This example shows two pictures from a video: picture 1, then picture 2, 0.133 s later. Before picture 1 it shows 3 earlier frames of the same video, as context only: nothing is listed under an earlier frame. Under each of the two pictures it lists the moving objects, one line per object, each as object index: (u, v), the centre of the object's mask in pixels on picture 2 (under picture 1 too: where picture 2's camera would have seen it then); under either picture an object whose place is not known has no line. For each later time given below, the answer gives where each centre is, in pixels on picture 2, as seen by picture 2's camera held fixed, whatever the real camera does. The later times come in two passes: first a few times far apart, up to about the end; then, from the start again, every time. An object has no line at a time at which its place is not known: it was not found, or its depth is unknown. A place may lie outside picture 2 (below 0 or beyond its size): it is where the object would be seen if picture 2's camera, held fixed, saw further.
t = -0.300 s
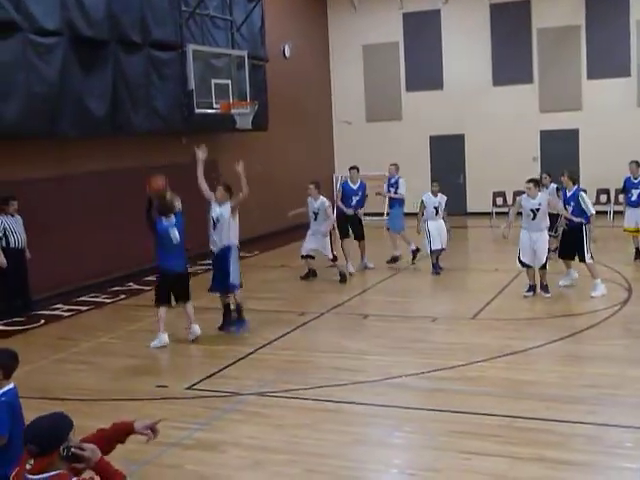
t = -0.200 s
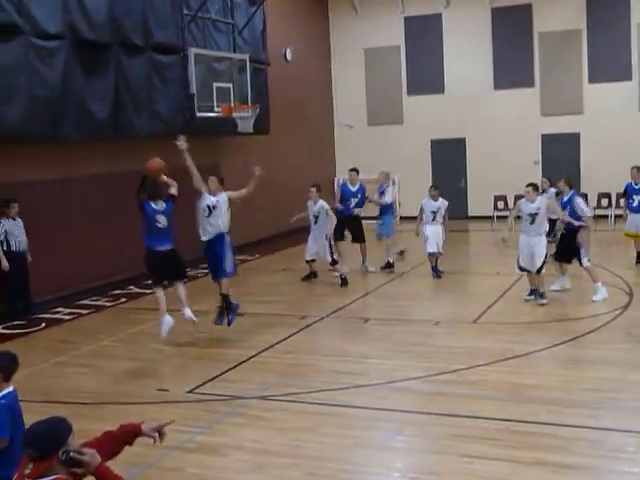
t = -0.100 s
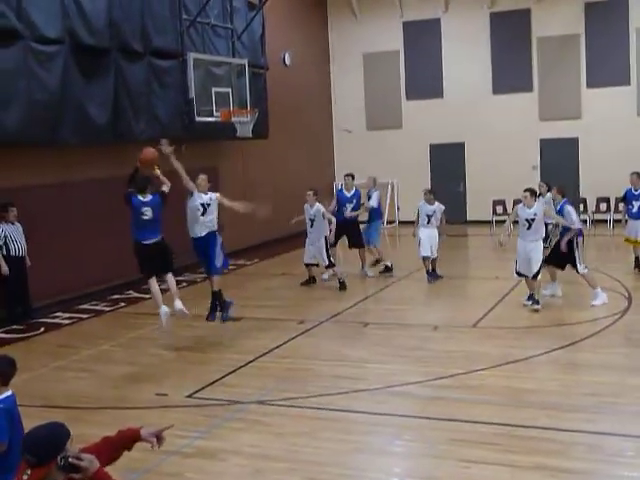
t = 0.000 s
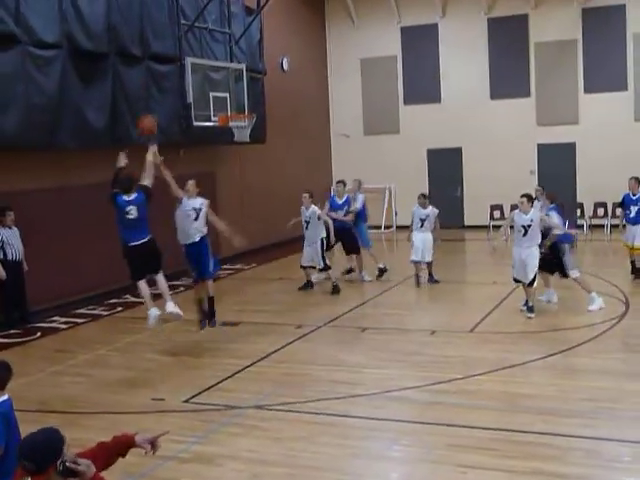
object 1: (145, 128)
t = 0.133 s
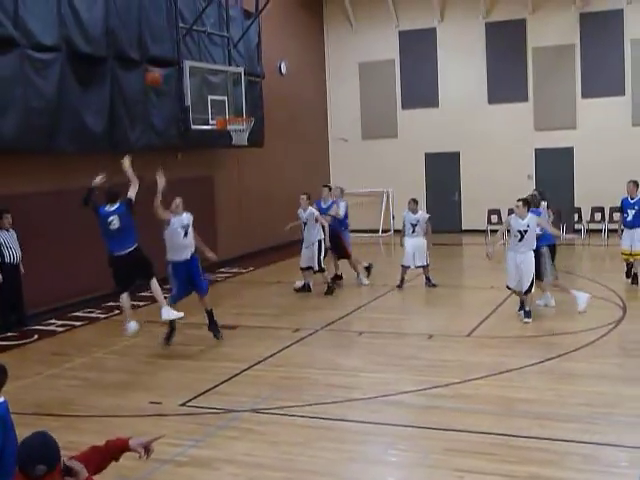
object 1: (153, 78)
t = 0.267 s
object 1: (163, 46)
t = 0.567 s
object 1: (180, 27)
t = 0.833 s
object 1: (198, 59)
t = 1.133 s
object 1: (233, 107)
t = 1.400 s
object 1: (269, 91)
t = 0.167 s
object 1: (155, 67)
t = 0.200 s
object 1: (158, 59)
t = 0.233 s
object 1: (160, 52)
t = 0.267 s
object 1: (163, 46)
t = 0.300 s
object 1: (164, 41)
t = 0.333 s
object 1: (167, 35)
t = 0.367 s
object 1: (168, 33)
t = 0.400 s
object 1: (170, 30)
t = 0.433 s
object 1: (173, 27)
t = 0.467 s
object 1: (175, 26)
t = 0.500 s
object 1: (176, 26)
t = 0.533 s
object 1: (179, 26)
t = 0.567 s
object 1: (180, 27)
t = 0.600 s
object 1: (183, 29)
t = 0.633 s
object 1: (185, 31)
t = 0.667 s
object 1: (187, 34)
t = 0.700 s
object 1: (189, 38)
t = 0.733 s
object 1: (191, 42)
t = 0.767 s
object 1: (194, 48)
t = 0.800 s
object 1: (196, 54)
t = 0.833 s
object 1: (198, 59)
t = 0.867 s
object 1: (201, 67)
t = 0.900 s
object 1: (203, 74)
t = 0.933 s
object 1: (205, 80)
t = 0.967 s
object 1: (212, 85)
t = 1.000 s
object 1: (214, 90)
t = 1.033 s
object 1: (220, 97)
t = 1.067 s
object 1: (226, 108)
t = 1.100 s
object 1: (229, 111)
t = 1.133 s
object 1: (233, 107)
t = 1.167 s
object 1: (236, 101)
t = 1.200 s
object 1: (243, 98)
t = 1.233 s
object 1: (247, 95)
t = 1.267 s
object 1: (253, 92)
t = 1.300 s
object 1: (256, 91)
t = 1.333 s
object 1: (259, 89)
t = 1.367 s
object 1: (267, 91)
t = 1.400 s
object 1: (269, 91)
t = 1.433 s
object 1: (273, 93)
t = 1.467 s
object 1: (279, 94)
